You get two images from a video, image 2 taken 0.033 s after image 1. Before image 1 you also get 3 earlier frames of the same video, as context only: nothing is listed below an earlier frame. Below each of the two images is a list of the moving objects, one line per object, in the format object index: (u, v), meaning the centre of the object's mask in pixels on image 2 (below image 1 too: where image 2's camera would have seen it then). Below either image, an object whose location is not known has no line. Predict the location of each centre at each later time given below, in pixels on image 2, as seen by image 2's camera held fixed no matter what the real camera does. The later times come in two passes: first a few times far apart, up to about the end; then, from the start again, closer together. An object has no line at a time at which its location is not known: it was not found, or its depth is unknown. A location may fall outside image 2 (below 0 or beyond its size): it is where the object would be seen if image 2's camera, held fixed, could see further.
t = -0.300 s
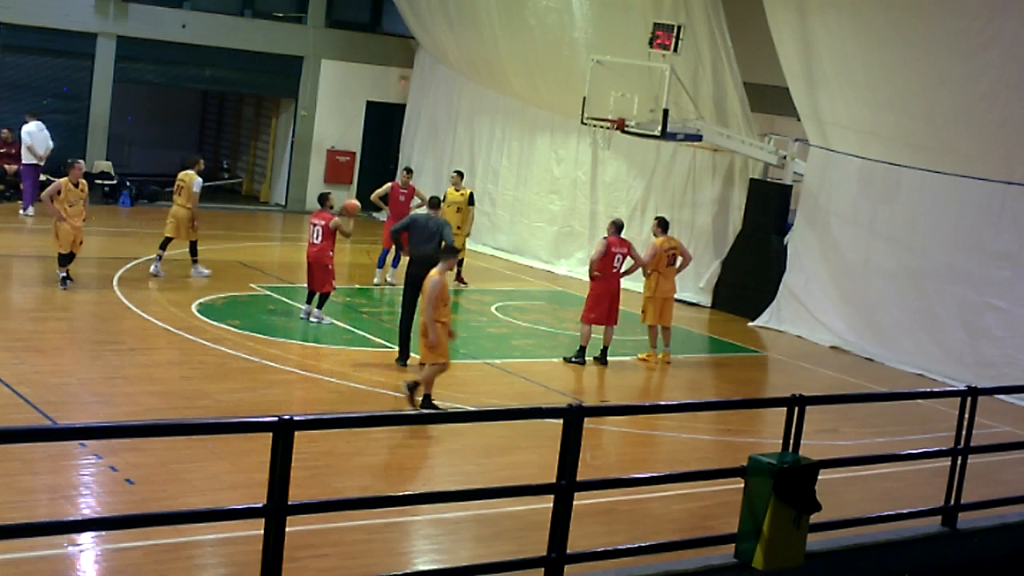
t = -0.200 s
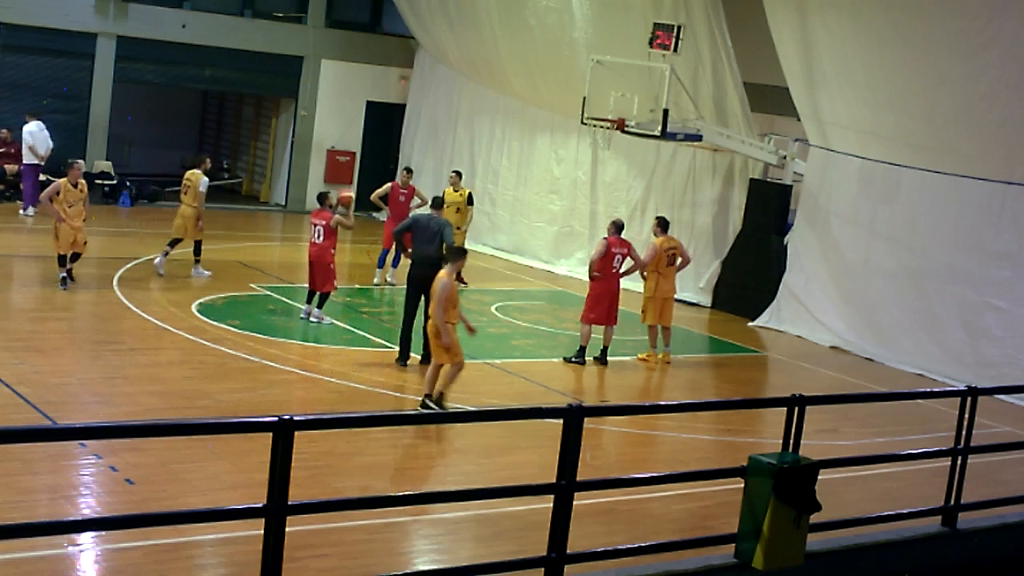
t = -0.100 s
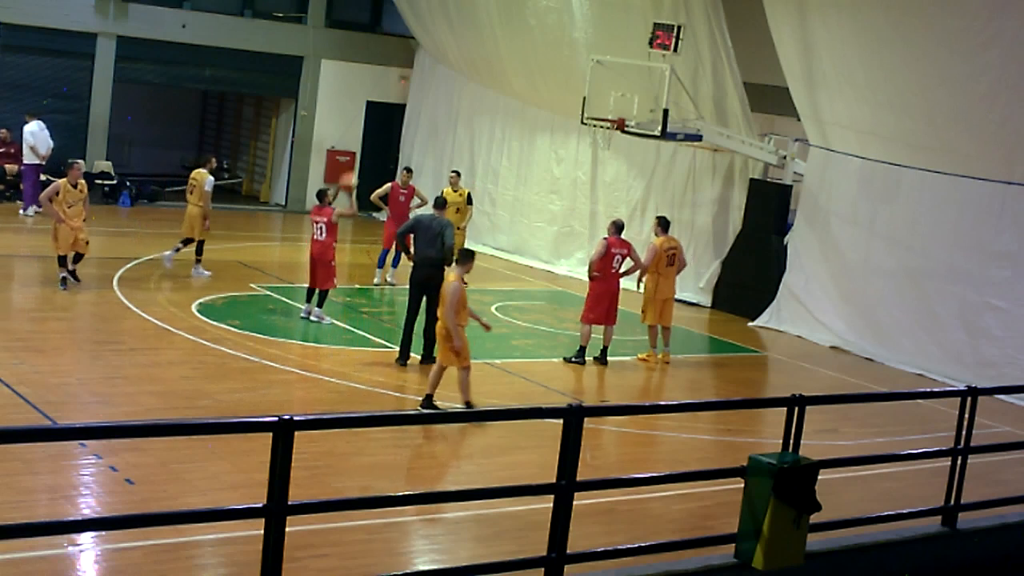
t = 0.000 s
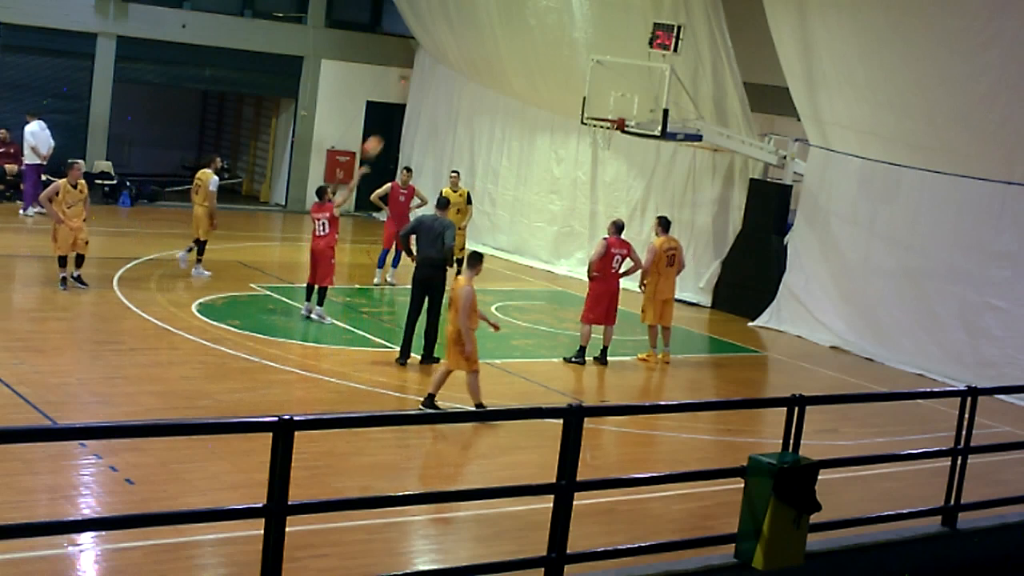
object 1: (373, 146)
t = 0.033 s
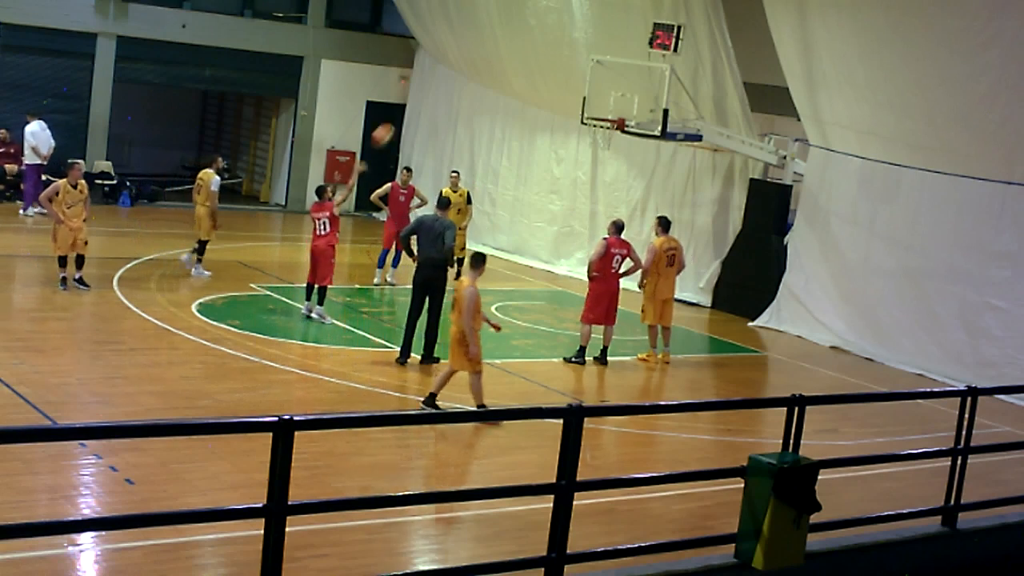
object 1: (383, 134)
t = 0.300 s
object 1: (461, 70)
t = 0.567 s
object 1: (529, 57)
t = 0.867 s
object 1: (594, 98)
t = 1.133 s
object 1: (579, 126)
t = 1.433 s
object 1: (564, 149)
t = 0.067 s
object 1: (392, 123)
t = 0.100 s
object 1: (401, 113)
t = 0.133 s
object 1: (413, 103)
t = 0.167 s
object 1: (423, 95)
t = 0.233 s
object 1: (443, 80)
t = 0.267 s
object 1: (452, 74)
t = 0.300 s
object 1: (461, 70)
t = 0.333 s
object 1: (470, 66)
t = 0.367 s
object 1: (479, 61)
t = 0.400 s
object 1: (488, 59)
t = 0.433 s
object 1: (496, 57)
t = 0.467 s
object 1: (505, 56)
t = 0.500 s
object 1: (514, 55)
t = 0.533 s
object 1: (521, 55)
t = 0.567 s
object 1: (529, 57)
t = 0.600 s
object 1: (537, 58)
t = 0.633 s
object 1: (544, 60)
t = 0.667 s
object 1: (552, 64)
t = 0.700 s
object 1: (559, 68)
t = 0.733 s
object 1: (567, 73)
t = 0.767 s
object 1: (574, 78)
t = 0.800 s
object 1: (580, 84)
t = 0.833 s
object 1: (588, 91)
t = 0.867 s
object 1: (594, 98)
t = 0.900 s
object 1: (600, 106)
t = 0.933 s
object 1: (607, 115)
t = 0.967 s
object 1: (606, 124)
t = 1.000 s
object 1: (594, 129)
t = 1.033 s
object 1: (588, 131)
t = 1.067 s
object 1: (584, 128)
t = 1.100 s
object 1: (582, 127)
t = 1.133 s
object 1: (579, 126)
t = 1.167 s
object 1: (578, 126)
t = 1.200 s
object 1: (576, 126)
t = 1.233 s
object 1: (574, 127)
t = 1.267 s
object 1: (574, 129)
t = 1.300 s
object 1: (572, 131)
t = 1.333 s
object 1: (570, 134)
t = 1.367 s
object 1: (568, 139)
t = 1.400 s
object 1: (566, 143)
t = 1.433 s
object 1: (564, 149)
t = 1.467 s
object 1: (563, 155)
